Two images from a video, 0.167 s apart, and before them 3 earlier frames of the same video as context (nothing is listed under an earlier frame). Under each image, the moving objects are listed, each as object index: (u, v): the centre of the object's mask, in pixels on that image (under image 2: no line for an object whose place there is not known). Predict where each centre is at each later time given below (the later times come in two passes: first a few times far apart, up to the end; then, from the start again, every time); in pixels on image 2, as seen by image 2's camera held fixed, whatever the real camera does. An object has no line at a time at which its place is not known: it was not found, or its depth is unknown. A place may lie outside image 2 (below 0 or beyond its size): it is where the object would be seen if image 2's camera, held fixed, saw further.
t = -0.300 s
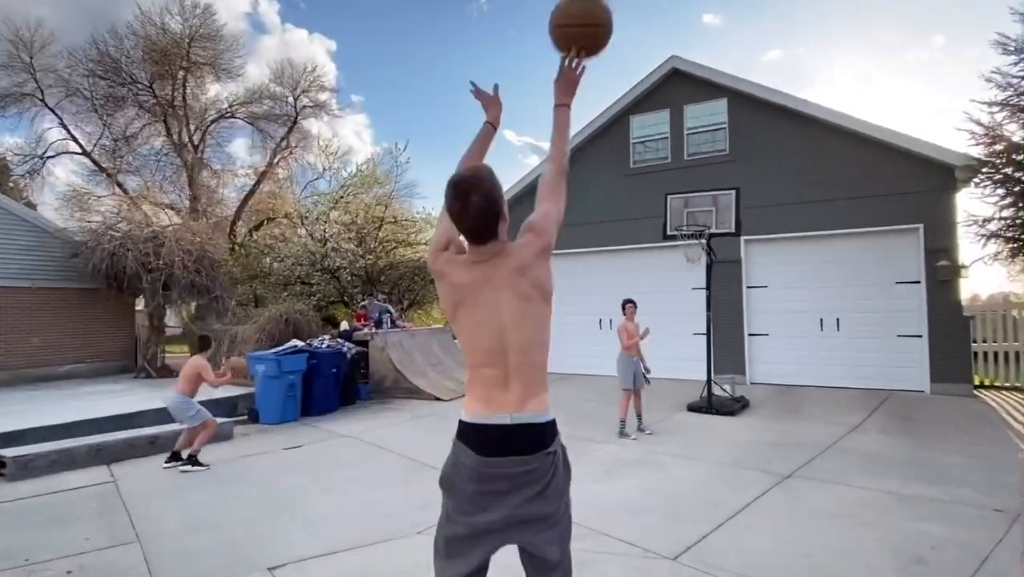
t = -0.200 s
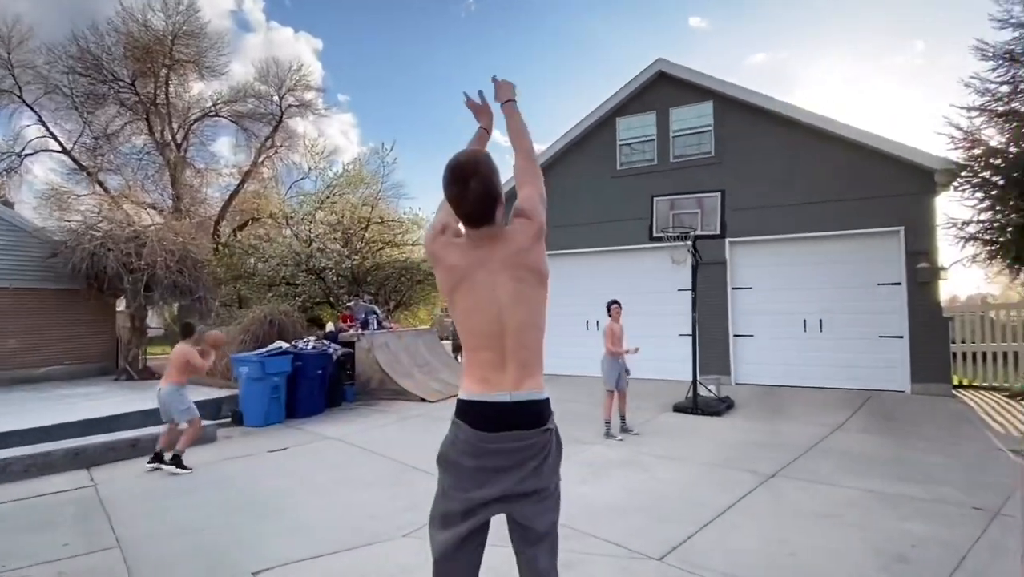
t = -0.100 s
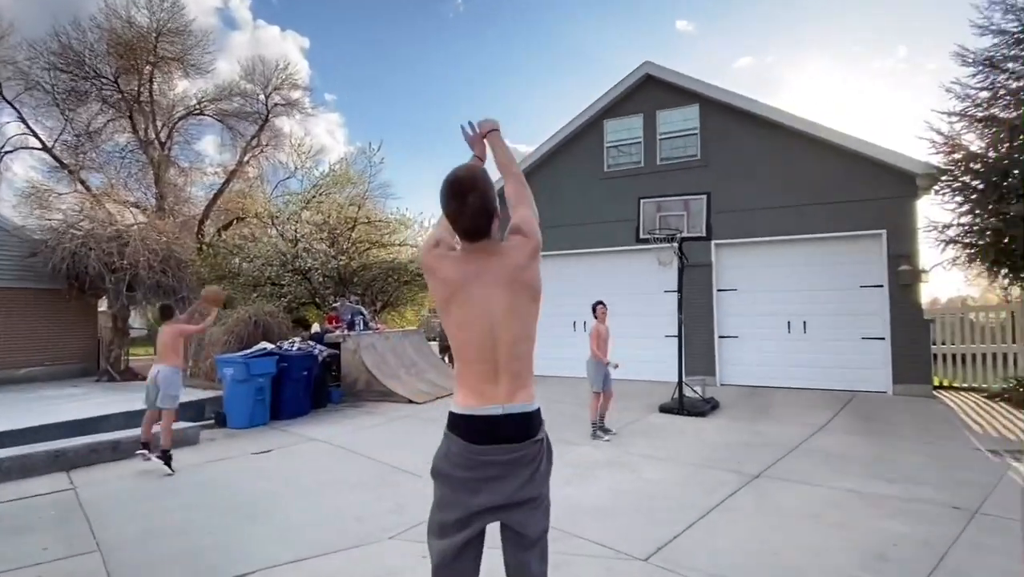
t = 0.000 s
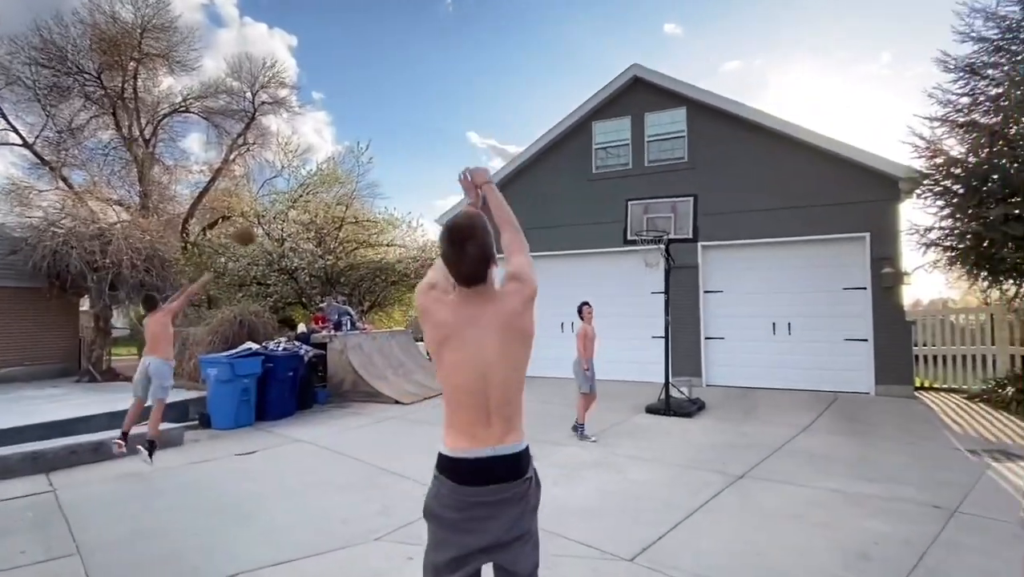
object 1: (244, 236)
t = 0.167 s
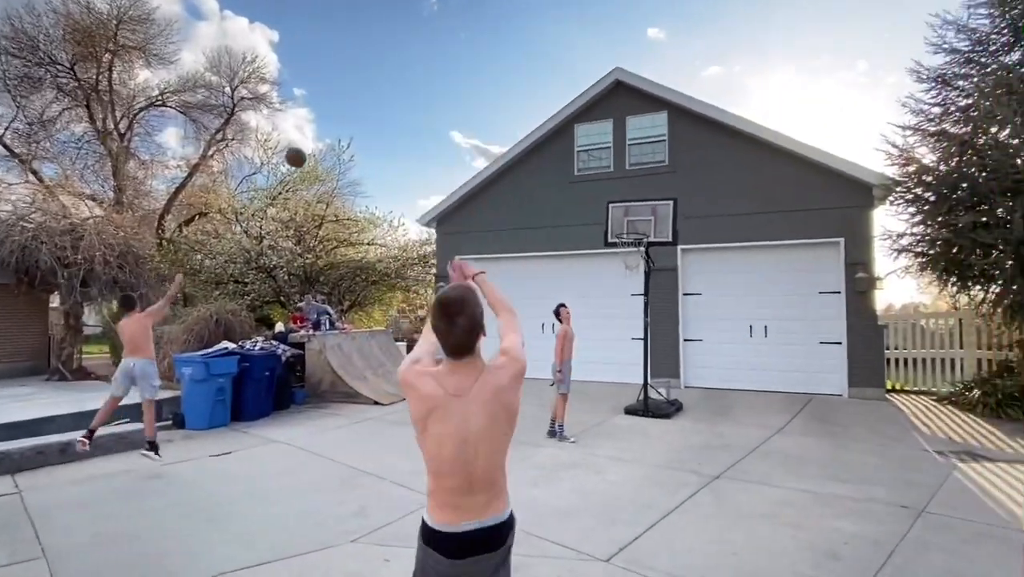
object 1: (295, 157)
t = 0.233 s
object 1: (322, 136)
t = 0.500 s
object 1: (419, 89)
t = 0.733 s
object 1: (493, 94)
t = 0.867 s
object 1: (531, 112)
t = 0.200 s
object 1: (309, 146)
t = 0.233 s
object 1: (322, 136)
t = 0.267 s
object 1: (336, 127)
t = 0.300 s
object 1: (349, 119)
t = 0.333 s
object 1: (361, 112)
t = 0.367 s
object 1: (373, 105)
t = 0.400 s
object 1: (385, 100)
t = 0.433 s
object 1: (397, 96)
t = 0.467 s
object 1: (408, 92)
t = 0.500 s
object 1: (419, 89)
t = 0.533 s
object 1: (430, 88)
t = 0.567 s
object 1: (441, 86)
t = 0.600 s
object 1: (452, 86)
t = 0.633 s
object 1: (462, 87)
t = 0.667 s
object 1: (473, 88)
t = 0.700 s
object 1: (483, 91)
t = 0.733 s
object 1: (493, 94)
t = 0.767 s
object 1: (502, 97)
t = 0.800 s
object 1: (512, 102)
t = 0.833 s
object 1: (522, 107)
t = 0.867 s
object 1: (531, 112)
